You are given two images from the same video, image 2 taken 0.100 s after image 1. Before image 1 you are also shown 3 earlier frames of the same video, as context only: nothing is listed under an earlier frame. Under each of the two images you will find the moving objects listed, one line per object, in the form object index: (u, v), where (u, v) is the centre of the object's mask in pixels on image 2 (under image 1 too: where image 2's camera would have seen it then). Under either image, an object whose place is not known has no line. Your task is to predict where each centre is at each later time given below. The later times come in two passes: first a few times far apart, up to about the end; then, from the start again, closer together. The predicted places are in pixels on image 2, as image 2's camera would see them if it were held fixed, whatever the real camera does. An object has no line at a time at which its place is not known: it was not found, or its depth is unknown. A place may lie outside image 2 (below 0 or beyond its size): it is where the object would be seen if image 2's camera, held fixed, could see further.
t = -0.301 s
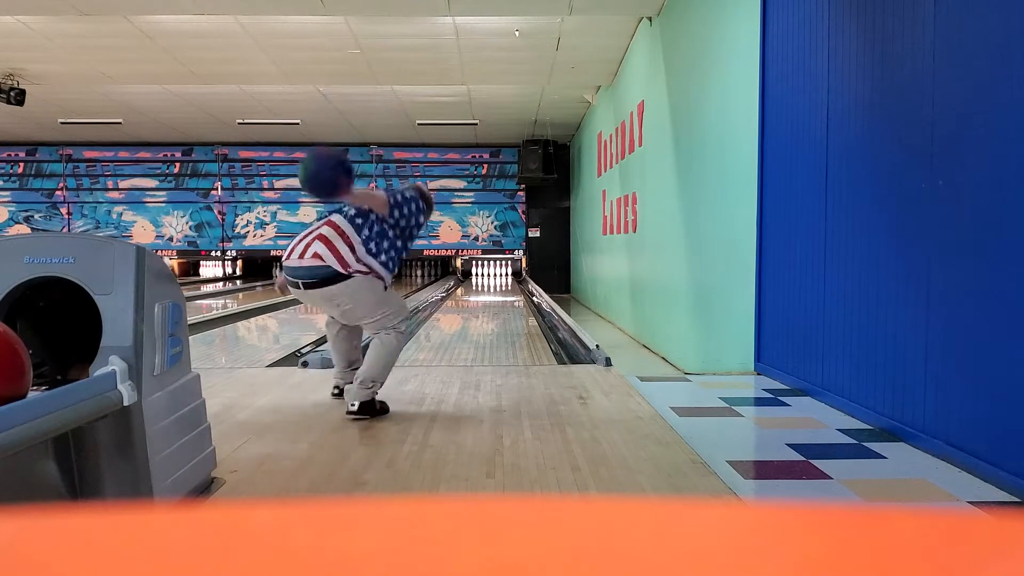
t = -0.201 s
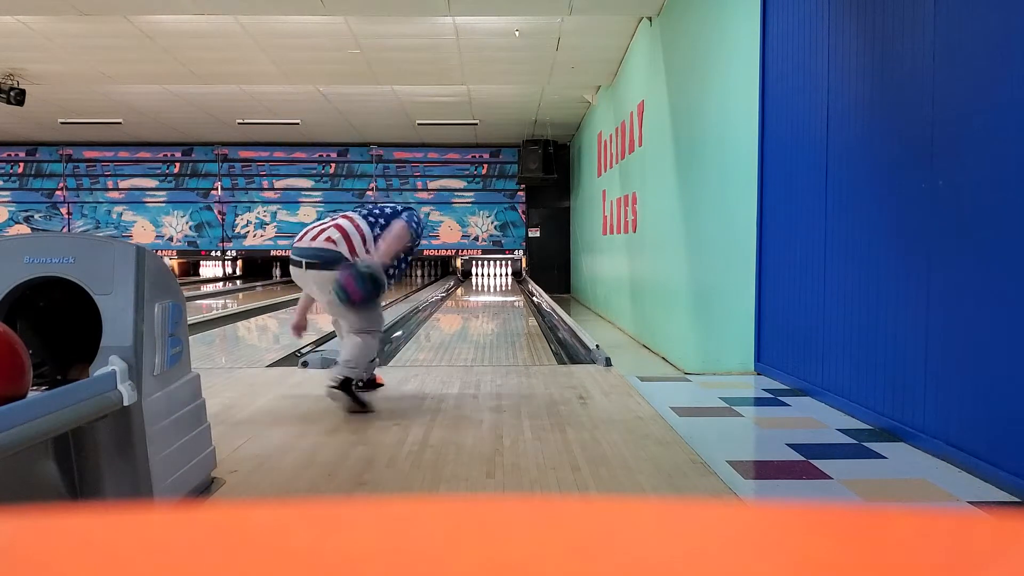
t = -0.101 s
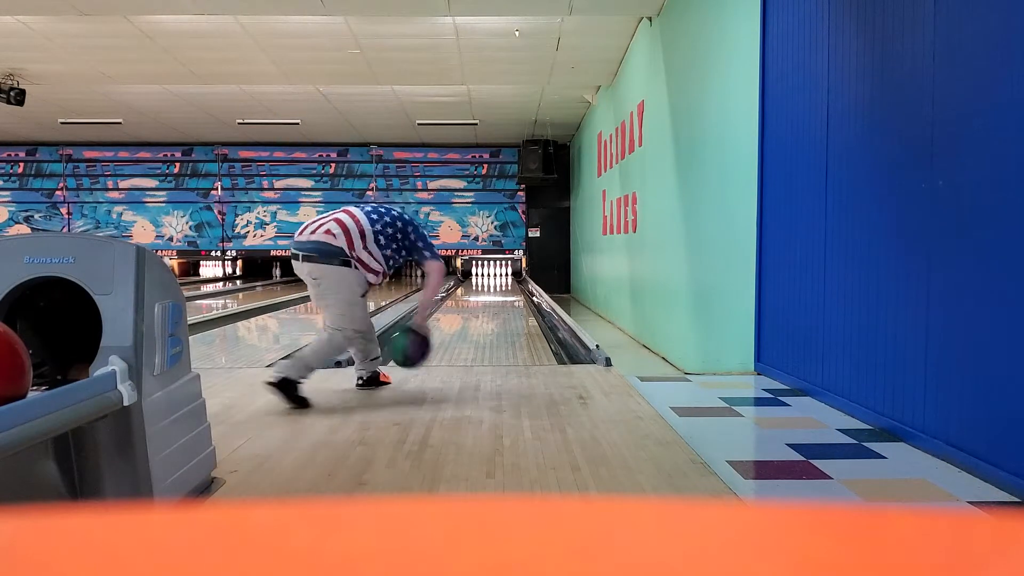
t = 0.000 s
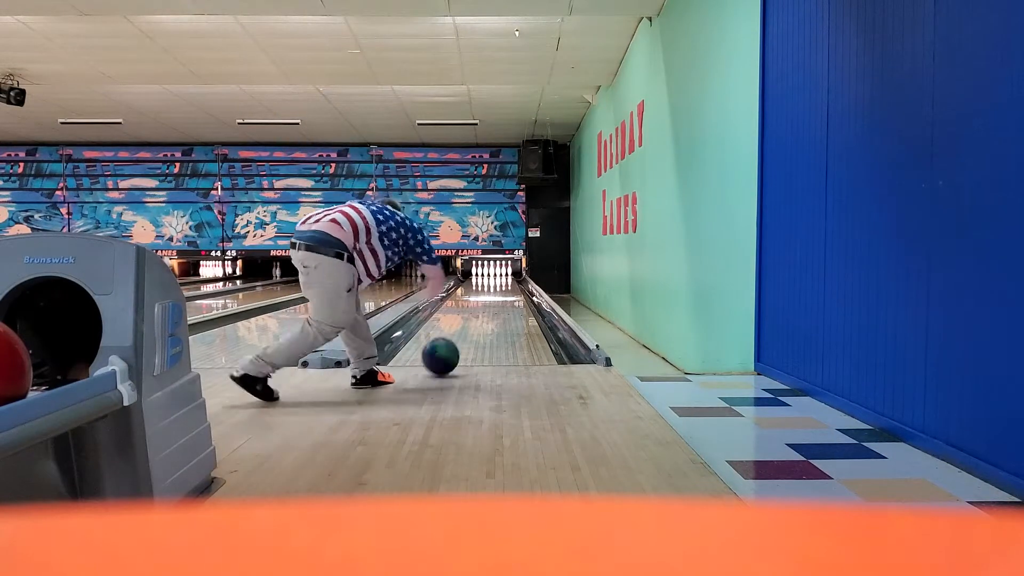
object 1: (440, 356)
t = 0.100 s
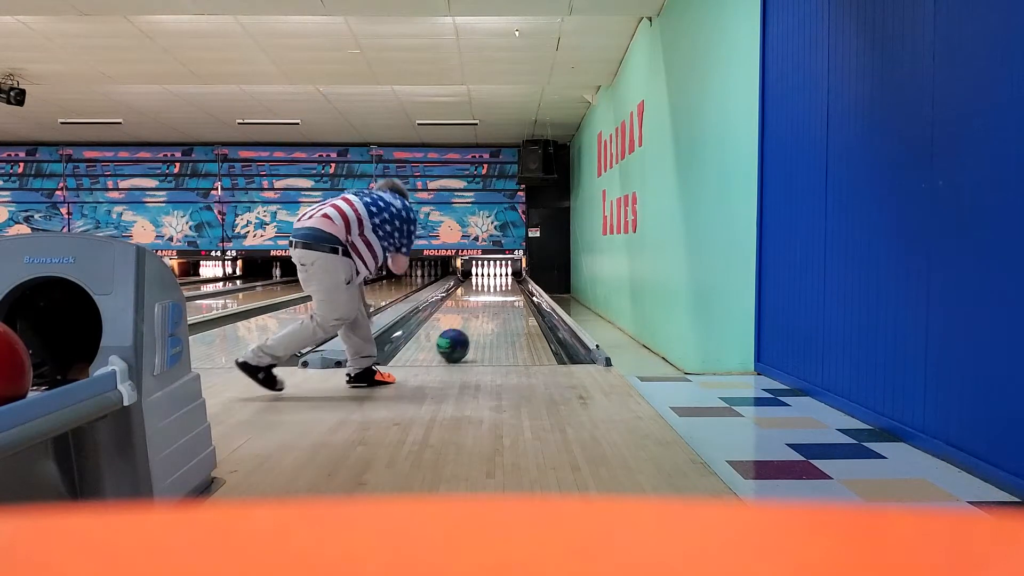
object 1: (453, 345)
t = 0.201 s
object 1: (463, 334)
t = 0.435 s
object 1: (479, 317)
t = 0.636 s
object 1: (487, 307)
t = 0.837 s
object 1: (494, 300)
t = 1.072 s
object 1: (499, 293)
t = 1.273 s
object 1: (502, 289)
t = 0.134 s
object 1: (456, 341)
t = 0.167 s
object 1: (460, 338)
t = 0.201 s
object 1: (463, 334)
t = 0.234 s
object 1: (466, 331)
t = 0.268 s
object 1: (468, 328)
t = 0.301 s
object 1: (470, 326)
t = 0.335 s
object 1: (473, 323)
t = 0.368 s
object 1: (475, 321)
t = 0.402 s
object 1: (477, 319)
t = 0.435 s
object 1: (479, 317)
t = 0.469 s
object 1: (480, 315)
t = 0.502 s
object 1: (482, 313)
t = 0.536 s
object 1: (483, 311)
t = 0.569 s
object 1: (485, 310)
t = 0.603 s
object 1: (486, 308)
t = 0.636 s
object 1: (487, 307)
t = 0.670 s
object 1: (489, 305)
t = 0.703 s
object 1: (490, 304)
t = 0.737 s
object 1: (491, 303)
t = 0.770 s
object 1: (492, 302)
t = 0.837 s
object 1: (494, 300)
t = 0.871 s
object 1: (495, 298)
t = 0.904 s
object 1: (496, 297)
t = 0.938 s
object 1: (496, 296)
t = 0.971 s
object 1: (497, 296)
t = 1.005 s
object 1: (498, 295)
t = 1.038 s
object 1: (498, 294)
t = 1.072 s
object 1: (499, 293)
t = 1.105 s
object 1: (500, 292)
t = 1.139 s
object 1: (500, 291)
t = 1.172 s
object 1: (501, 290)
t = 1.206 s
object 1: (501, 290)
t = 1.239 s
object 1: (502, 289)
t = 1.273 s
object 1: (502, 289)
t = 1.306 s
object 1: (502, 288)
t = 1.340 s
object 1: (503, 287)
